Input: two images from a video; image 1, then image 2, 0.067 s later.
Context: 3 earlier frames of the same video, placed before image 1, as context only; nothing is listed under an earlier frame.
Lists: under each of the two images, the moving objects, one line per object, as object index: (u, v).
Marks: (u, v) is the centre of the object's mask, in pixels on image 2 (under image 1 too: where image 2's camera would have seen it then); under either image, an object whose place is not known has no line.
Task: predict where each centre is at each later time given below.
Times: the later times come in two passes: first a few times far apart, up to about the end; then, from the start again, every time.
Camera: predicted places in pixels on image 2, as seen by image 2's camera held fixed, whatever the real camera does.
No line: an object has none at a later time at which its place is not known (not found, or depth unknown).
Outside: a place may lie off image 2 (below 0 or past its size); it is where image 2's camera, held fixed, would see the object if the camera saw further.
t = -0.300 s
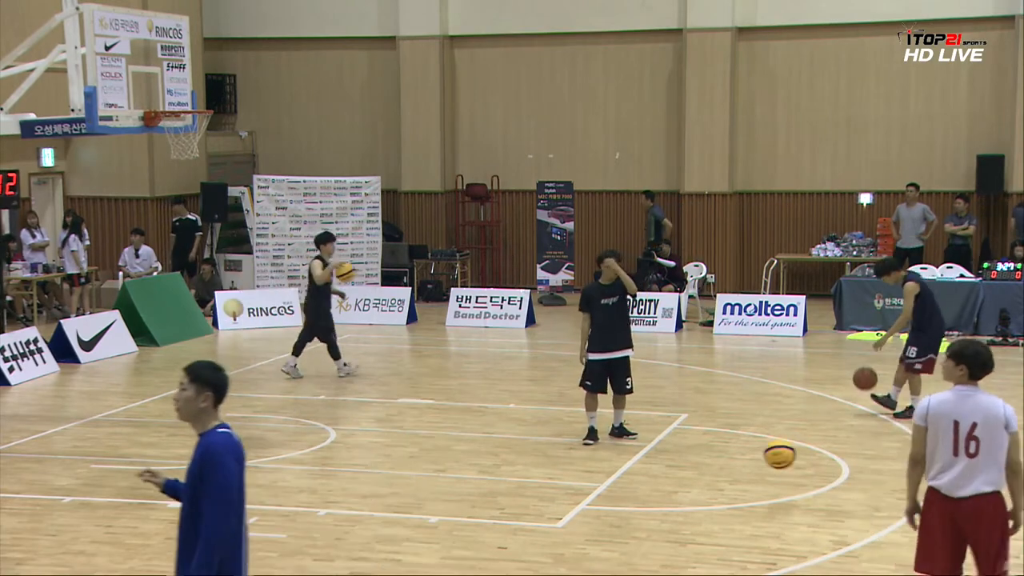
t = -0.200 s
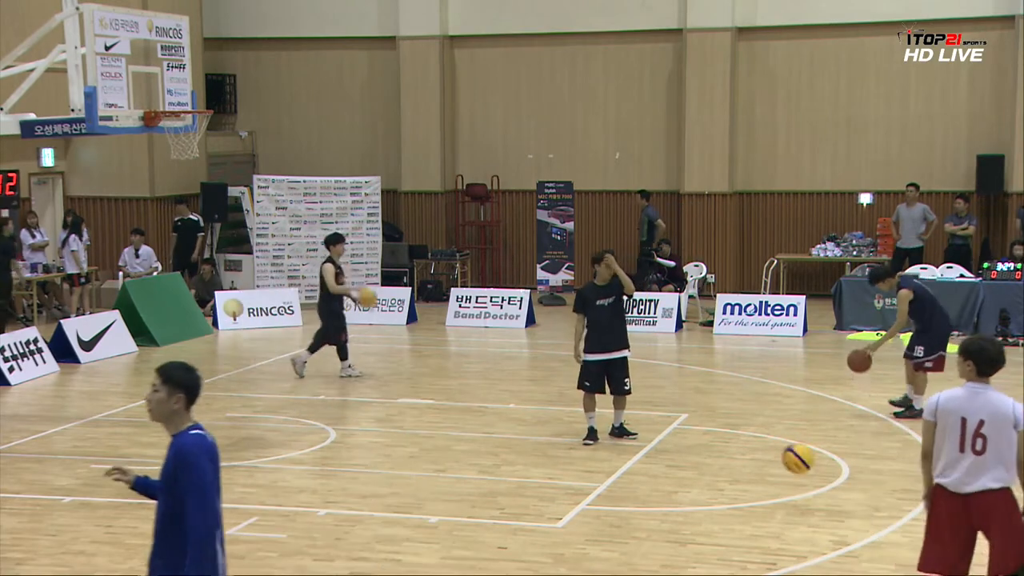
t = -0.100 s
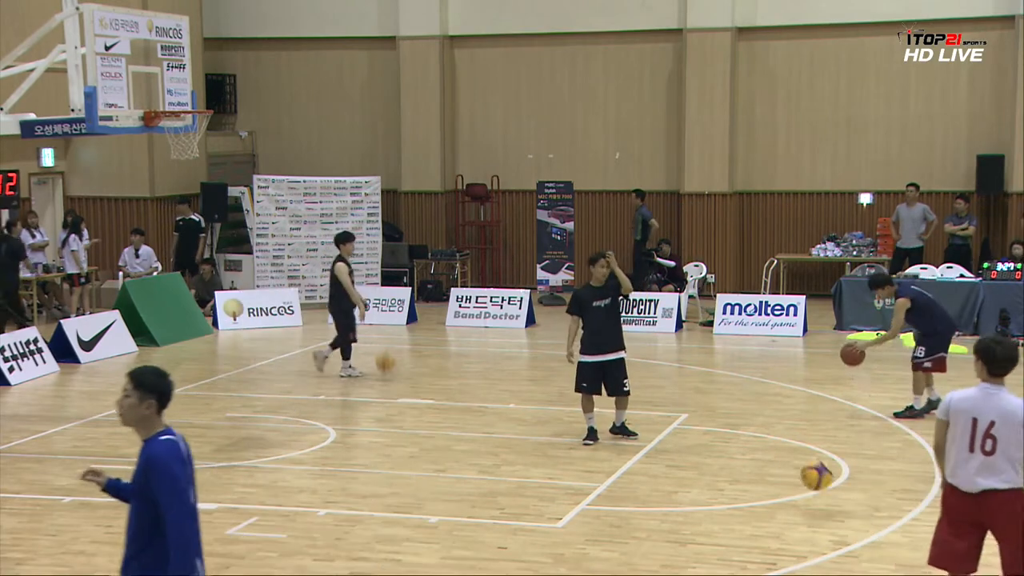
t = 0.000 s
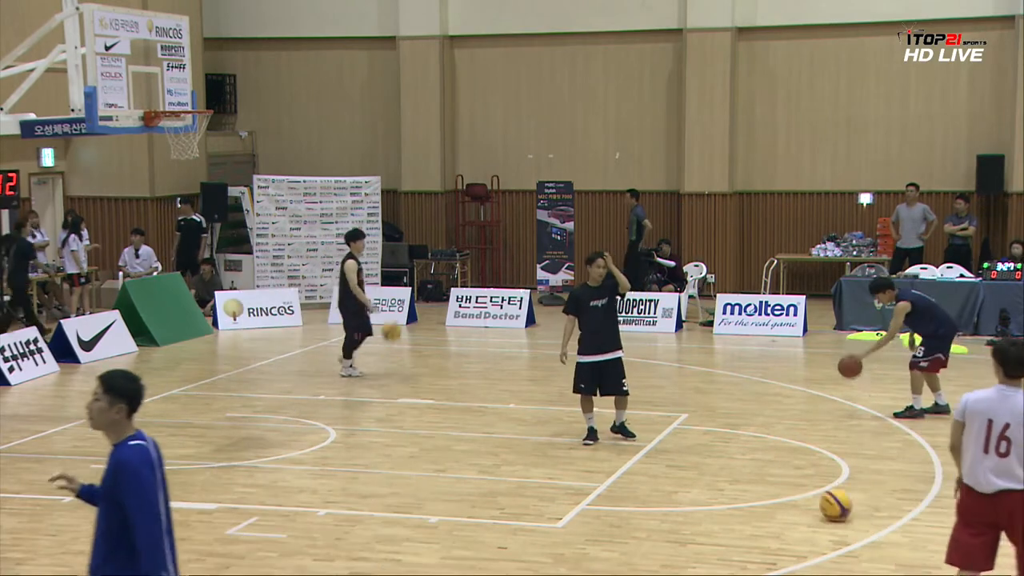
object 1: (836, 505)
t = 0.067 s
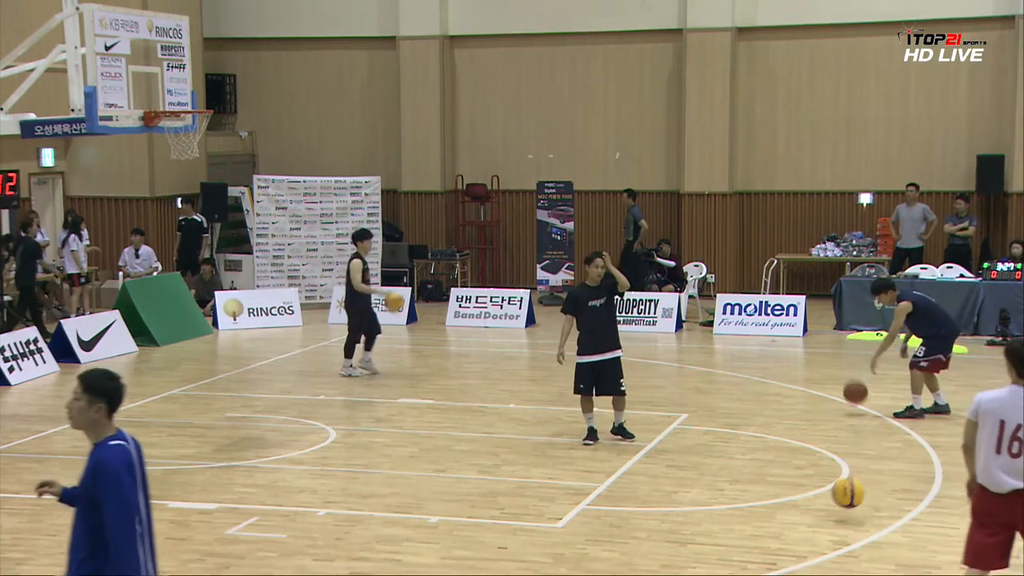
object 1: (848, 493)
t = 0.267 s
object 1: (886, 485)
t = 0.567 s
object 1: (944, 503)
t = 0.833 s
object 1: (997, 525)
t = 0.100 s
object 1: (854, 488)
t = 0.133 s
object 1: (861, 484)
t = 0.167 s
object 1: (867, 482)
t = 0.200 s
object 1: (873, 481)
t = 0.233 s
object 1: (880, 483)
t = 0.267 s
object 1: (886, 485)
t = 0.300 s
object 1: (892, 489)
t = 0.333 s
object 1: (899, 495)
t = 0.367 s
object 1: (905, 501)
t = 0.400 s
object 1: (912, 511)
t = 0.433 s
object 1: (919, 519)
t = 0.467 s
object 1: (925, 513)
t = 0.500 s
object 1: (931, 508)
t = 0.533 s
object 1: (938, 504)
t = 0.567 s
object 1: (944, 503)
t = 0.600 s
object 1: (951, 502)
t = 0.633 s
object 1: (957, 504)
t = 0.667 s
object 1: (964, 507)
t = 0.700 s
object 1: (971, 511)
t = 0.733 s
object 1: (977, 517)
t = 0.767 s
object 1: (984, 525)
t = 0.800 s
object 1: (991, 529)
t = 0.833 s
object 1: (997, 525)
